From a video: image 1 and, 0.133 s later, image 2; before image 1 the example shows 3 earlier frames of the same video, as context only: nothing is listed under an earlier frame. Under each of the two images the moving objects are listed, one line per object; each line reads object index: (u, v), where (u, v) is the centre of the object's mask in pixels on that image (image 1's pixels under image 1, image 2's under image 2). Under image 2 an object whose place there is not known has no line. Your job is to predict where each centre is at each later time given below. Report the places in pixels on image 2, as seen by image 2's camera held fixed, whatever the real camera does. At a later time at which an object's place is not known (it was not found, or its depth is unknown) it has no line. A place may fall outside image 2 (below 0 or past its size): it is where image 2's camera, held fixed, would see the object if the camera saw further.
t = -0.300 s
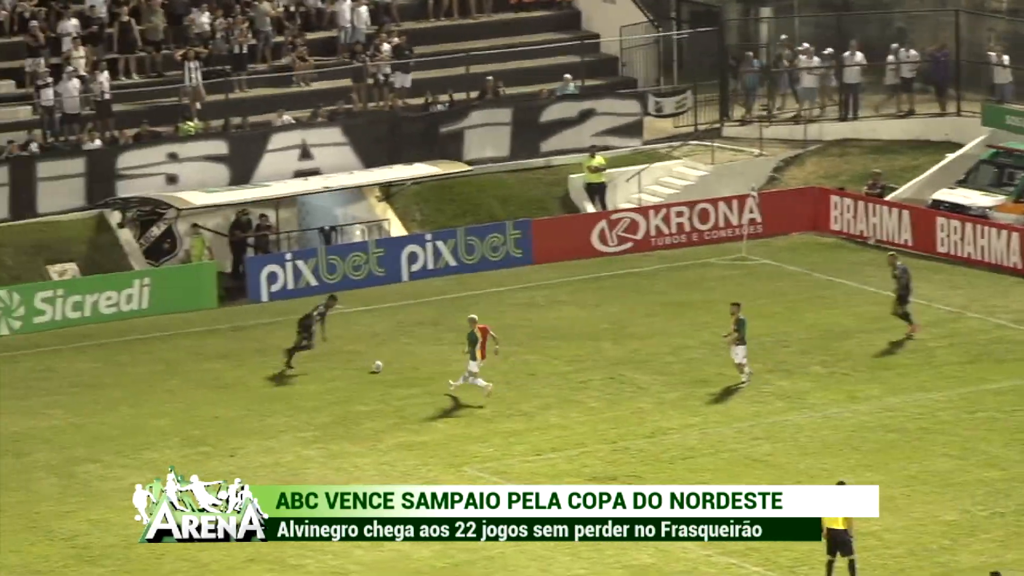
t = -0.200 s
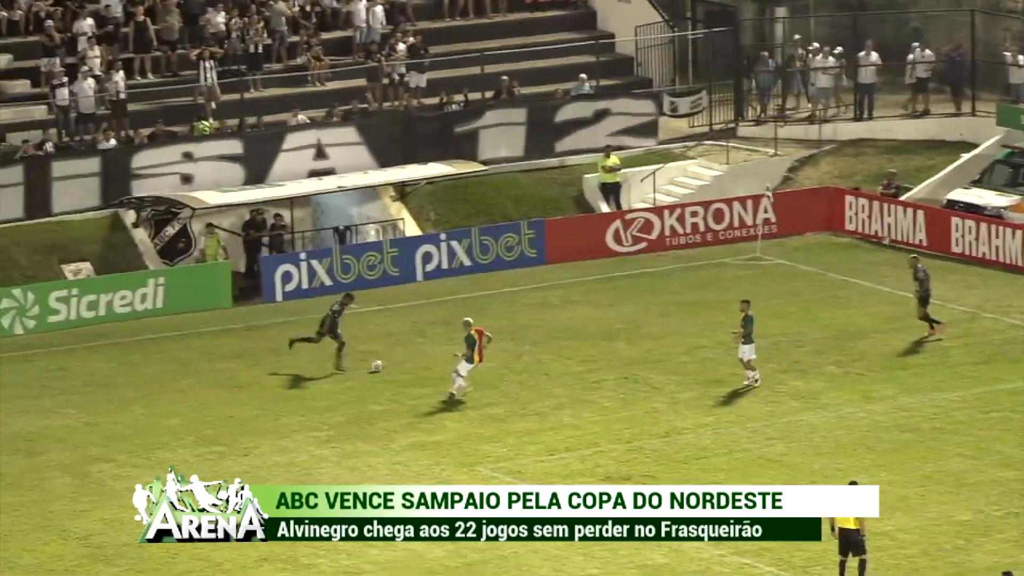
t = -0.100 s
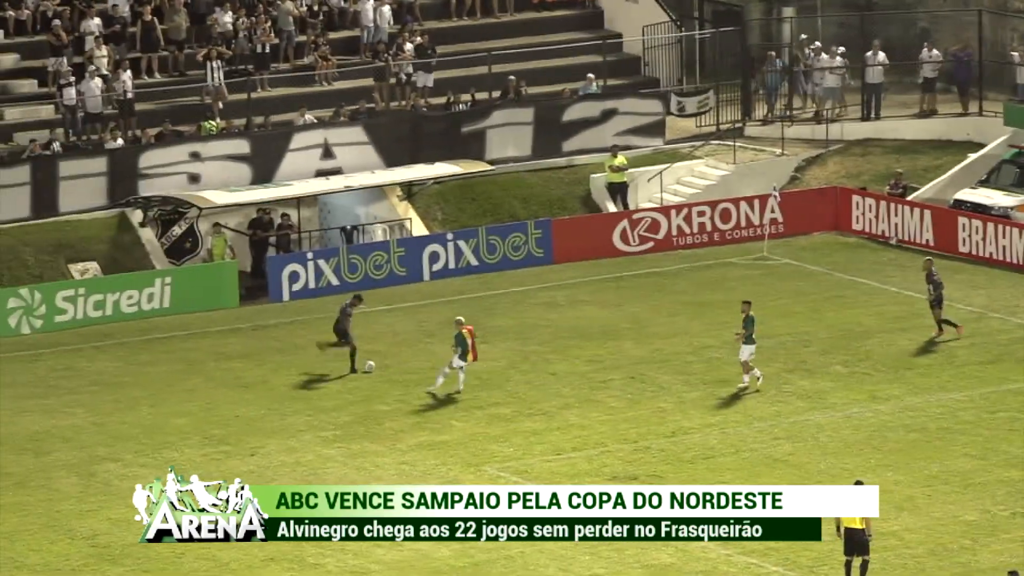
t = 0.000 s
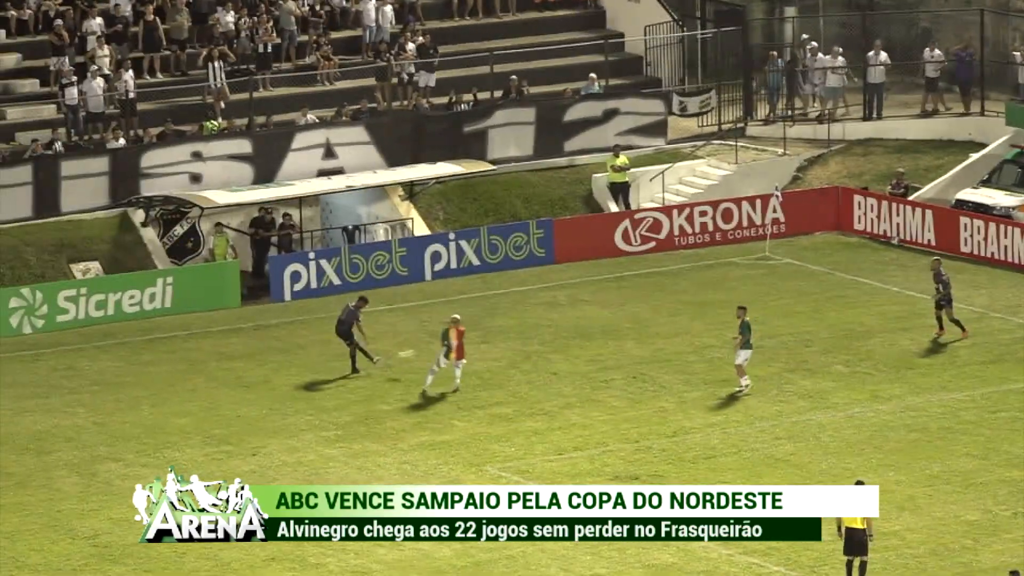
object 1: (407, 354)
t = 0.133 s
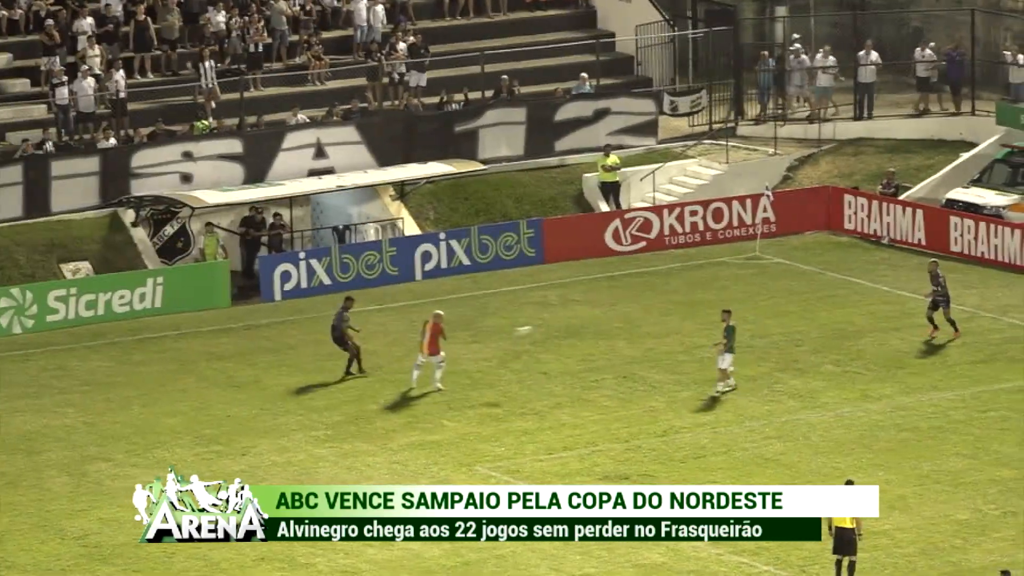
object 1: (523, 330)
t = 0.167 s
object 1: (555, 326)
